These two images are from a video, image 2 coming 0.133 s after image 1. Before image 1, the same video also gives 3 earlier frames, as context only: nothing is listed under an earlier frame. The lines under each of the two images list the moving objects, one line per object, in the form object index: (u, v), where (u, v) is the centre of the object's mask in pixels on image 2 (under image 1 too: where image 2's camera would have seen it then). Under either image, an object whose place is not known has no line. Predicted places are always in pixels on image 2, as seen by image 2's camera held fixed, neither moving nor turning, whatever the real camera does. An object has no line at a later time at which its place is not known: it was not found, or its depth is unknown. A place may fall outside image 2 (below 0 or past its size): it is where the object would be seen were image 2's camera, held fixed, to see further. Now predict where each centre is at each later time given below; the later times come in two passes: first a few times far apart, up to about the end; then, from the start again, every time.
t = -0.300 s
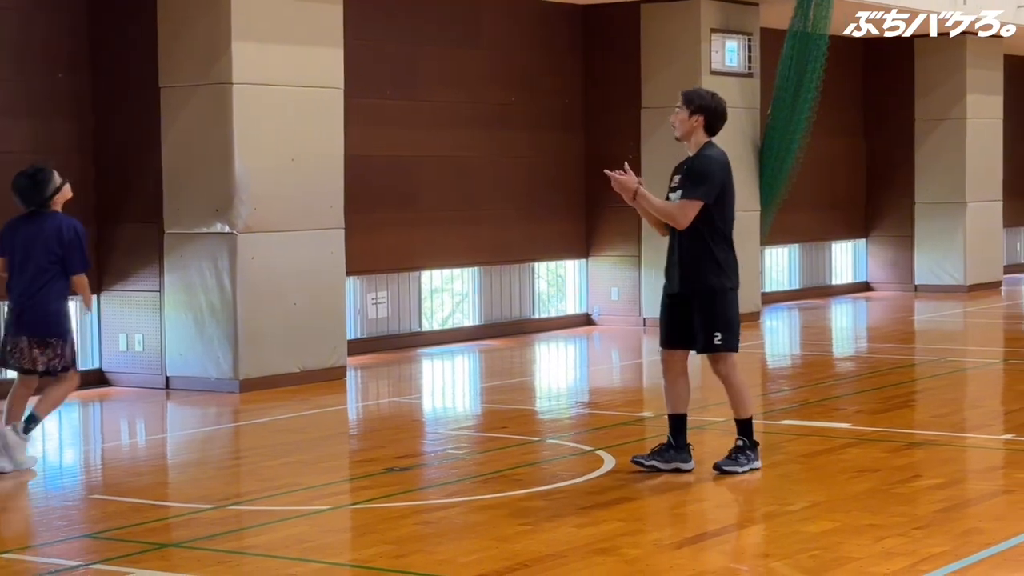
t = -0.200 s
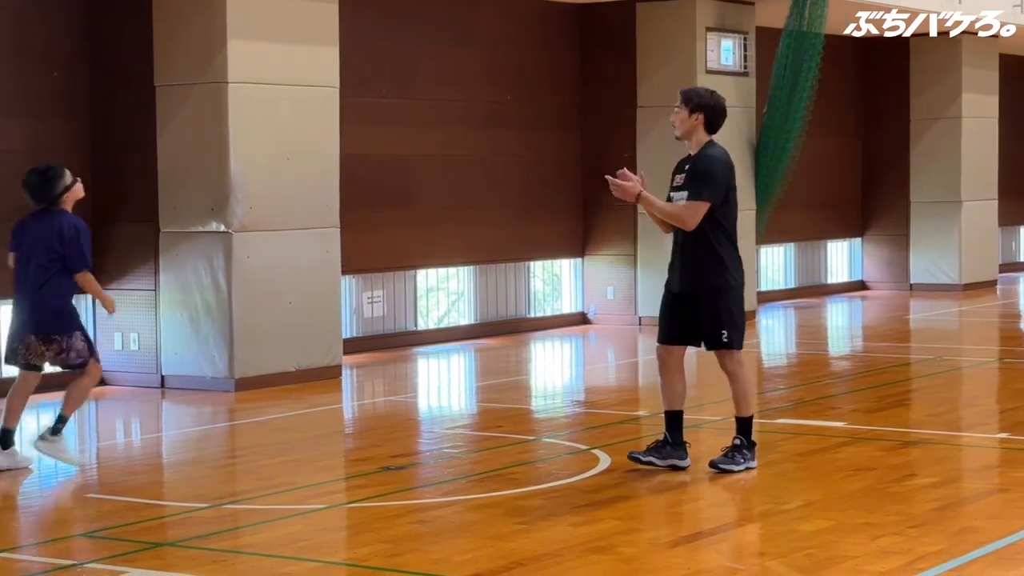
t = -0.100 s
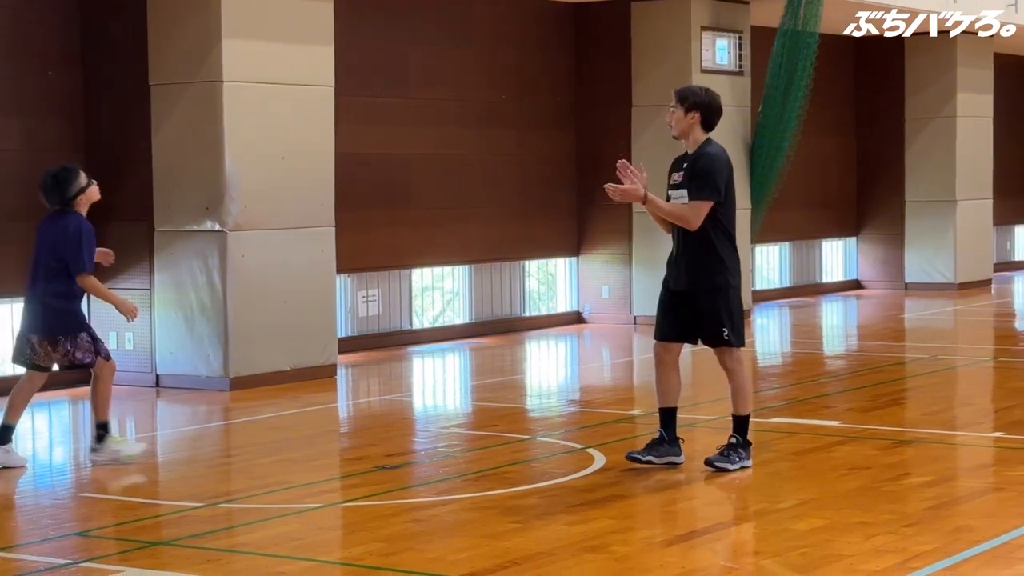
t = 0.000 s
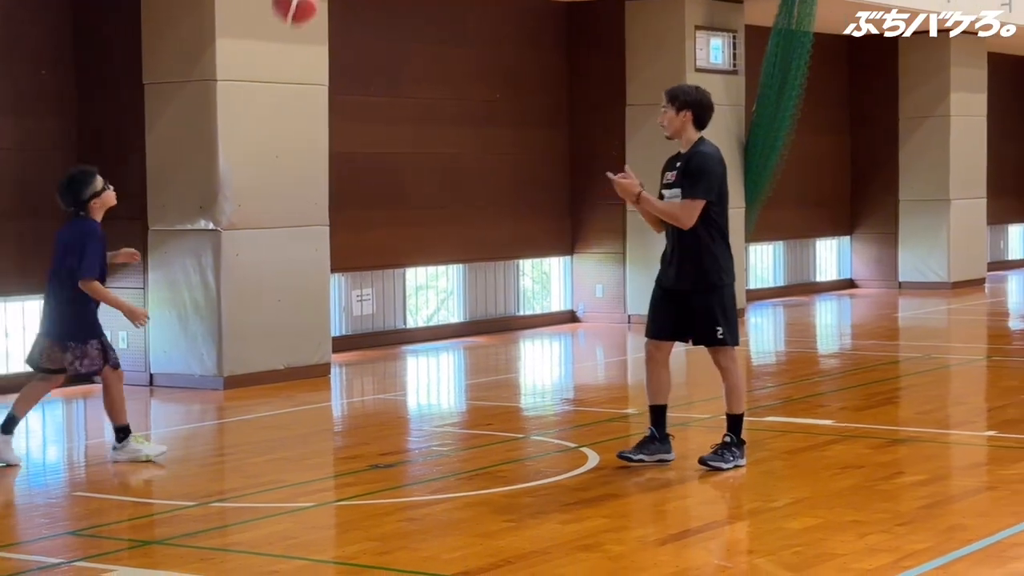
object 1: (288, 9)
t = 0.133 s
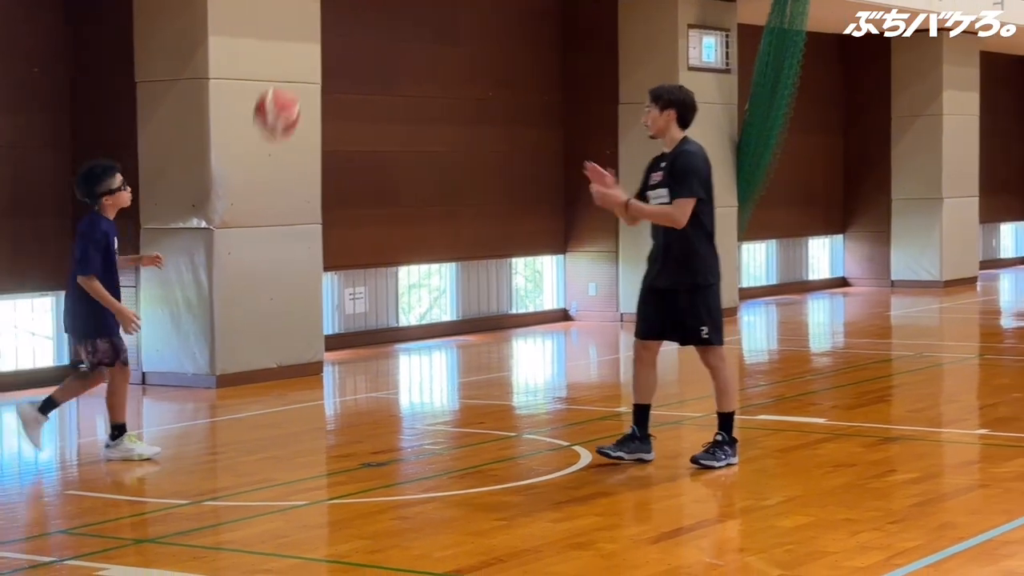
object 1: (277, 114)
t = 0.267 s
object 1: (268, 262)
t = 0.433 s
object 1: (256, 409)
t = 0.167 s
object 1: (274, 148)
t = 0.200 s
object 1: (272, 183)
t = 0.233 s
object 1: (270, 220)
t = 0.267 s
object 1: (268, 262)
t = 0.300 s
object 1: (267, 305)
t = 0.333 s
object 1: (265, 347)
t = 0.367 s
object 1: (261, 393)
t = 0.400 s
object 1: (259, 442)
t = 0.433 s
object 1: (256, 409)
